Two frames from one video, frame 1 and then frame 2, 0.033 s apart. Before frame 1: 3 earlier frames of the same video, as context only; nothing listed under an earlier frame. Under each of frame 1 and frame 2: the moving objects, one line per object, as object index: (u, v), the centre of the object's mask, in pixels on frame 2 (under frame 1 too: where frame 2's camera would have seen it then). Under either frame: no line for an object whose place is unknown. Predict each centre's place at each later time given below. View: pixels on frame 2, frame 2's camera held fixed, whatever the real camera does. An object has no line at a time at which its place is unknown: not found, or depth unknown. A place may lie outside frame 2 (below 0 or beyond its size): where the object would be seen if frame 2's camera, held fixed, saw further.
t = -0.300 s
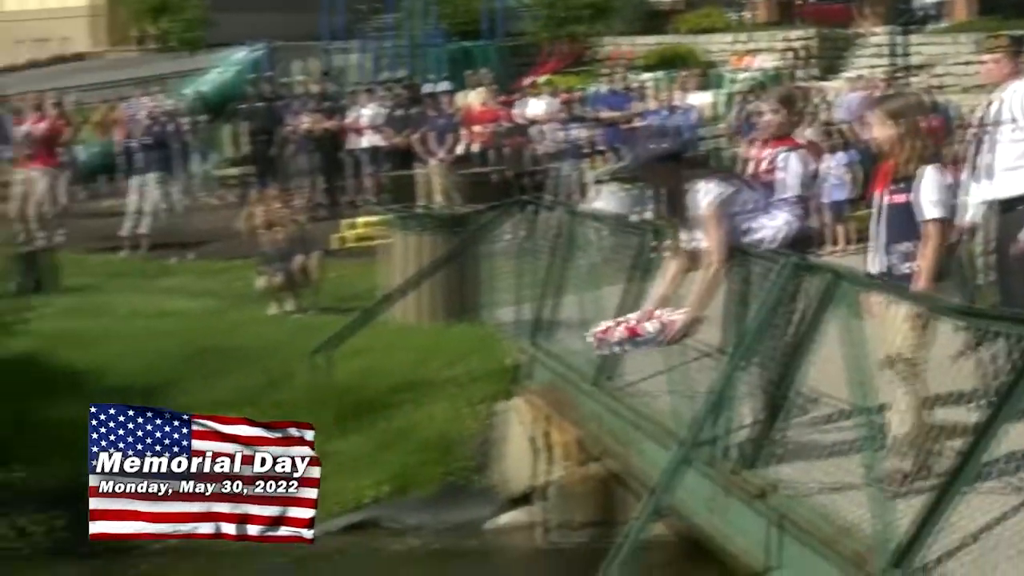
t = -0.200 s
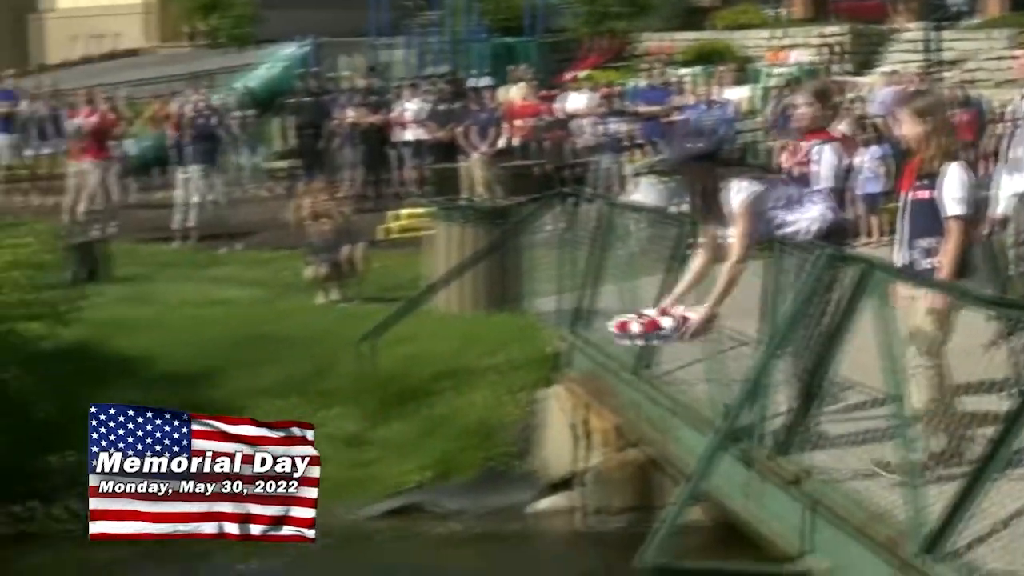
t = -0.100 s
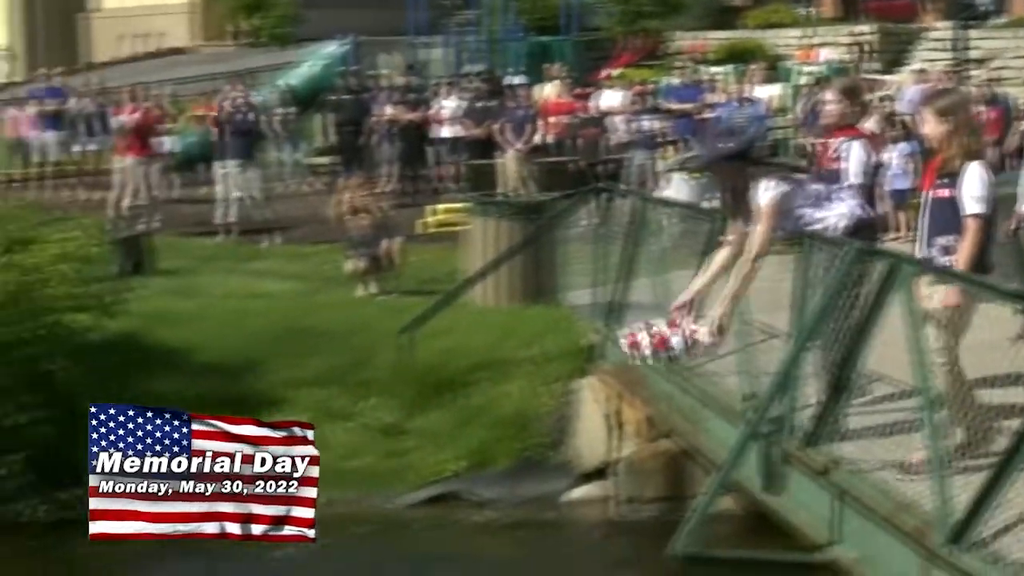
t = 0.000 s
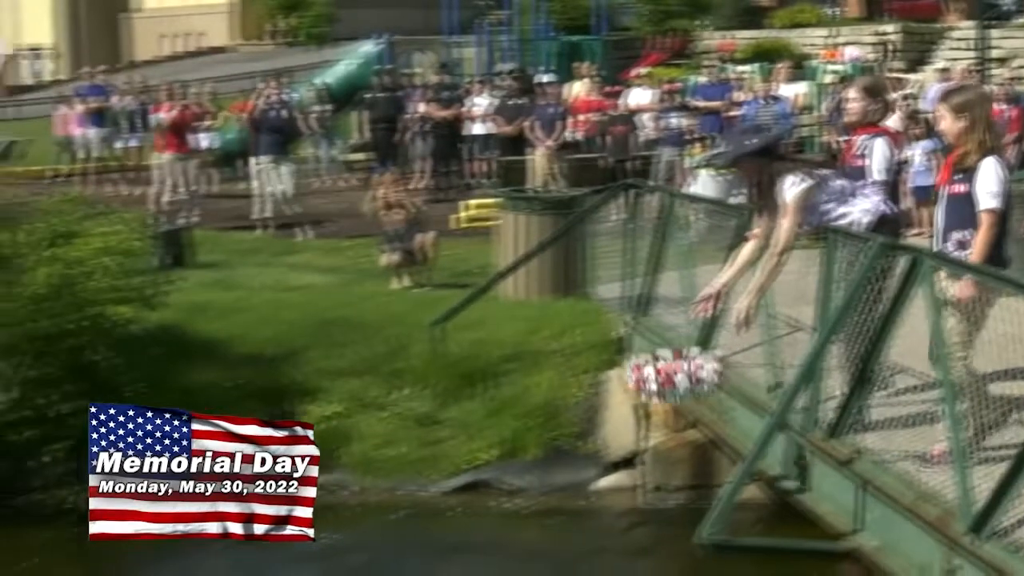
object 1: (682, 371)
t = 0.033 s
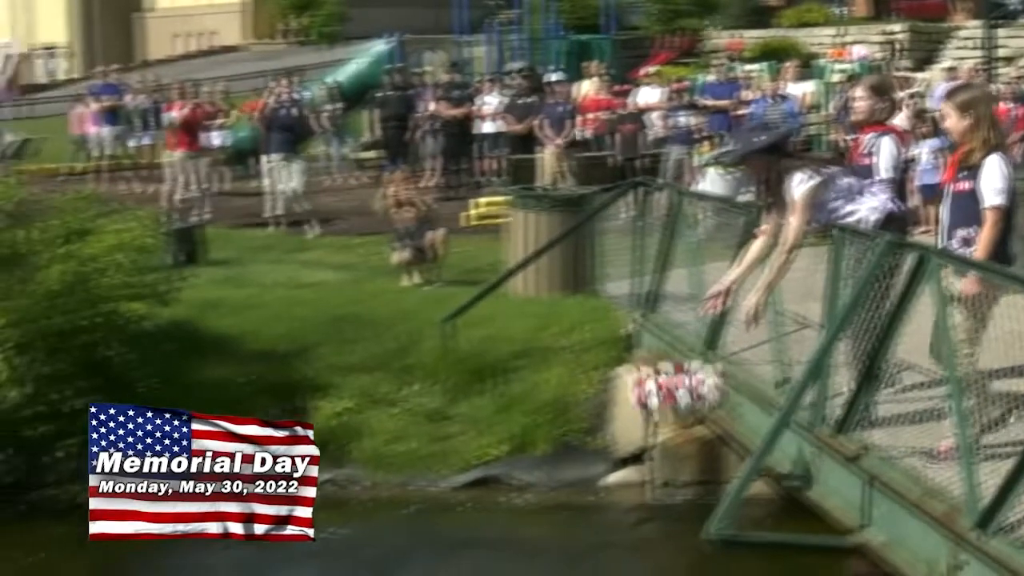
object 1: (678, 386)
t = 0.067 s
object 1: (667, 409)
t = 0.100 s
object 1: (660, 430)
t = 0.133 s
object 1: (654, 455)
